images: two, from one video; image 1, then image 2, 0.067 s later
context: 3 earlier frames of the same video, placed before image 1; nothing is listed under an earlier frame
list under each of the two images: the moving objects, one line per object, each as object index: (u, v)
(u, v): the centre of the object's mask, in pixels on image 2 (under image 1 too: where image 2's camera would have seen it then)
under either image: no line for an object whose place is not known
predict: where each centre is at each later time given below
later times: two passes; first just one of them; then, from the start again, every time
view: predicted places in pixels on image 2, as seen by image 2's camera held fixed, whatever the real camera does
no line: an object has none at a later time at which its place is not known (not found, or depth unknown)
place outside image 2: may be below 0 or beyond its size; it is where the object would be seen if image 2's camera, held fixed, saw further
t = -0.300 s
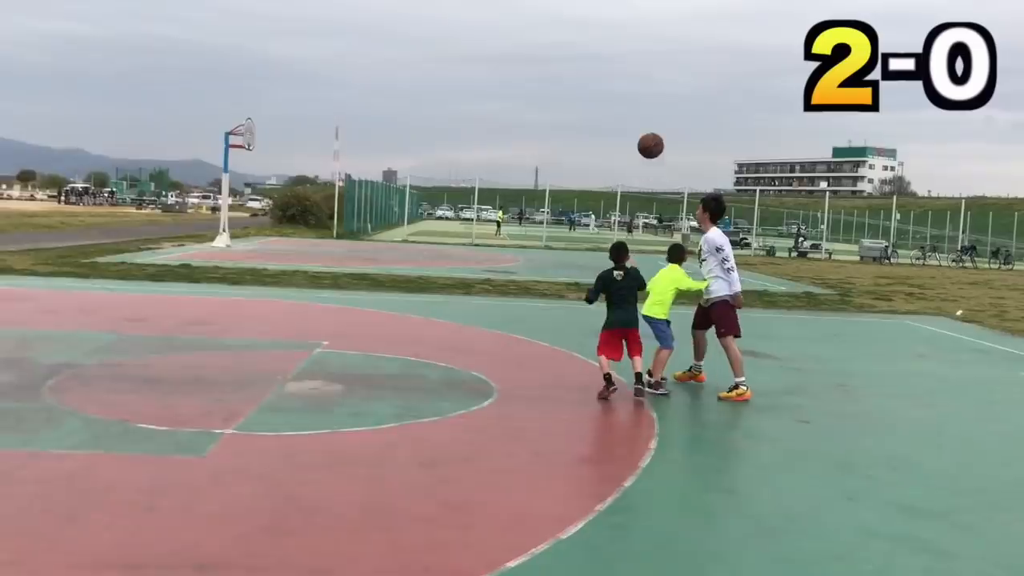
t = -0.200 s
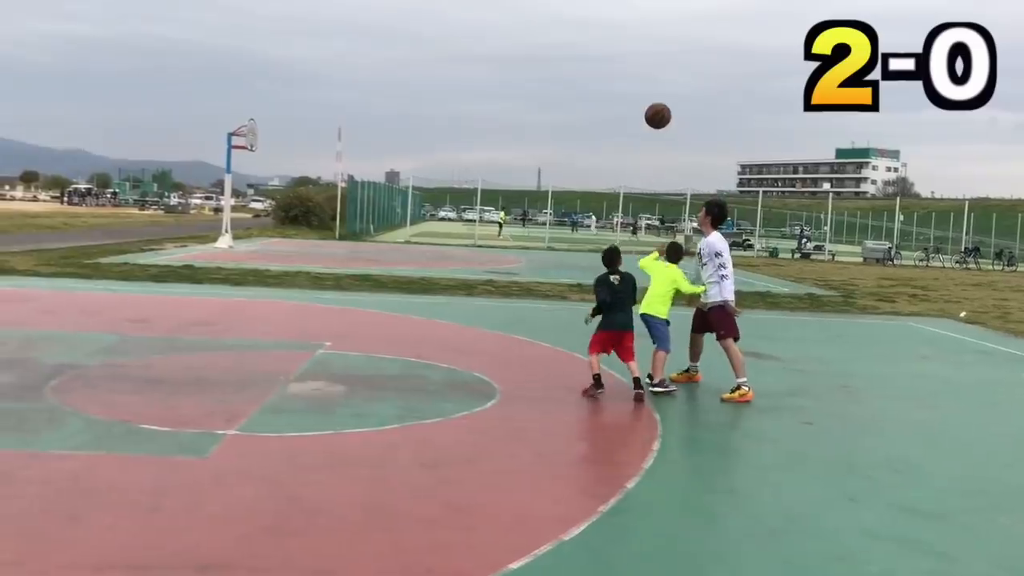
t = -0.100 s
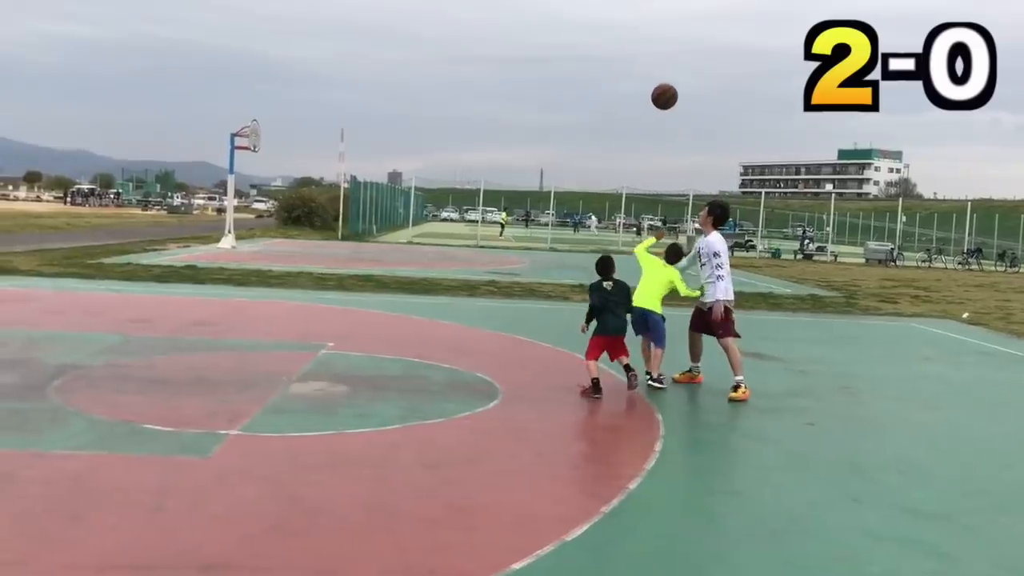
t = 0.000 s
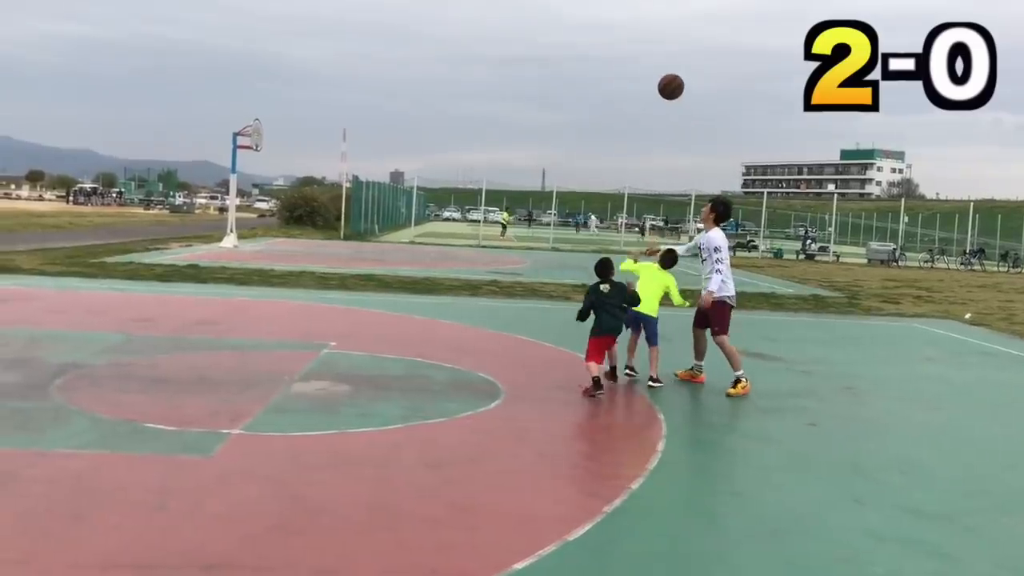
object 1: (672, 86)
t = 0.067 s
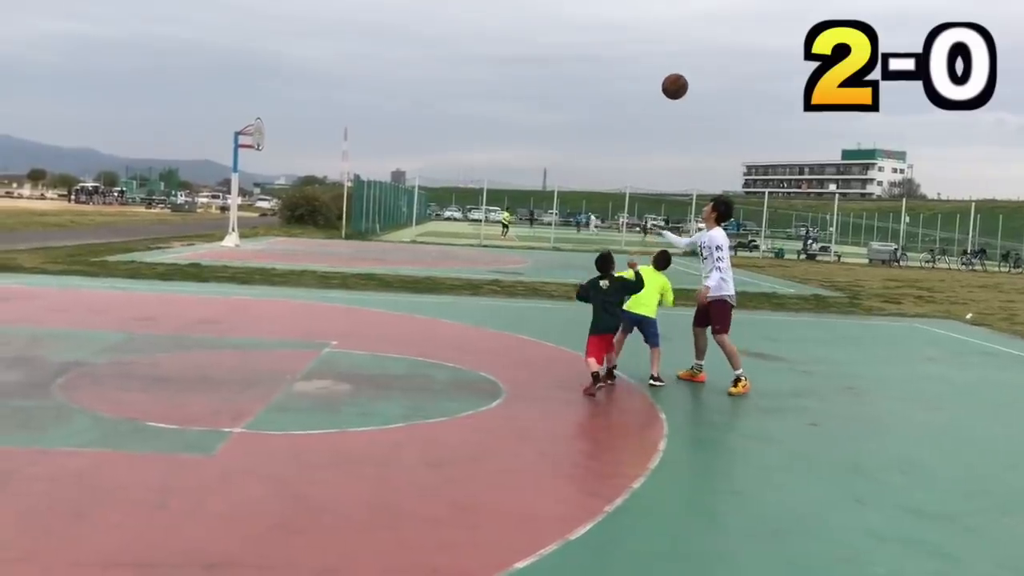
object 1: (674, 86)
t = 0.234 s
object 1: (681, 107)
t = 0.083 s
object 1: (675, 87)
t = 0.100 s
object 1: (676, 88)
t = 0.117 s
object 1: (677, 89)
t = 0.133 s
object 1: (677, 91)
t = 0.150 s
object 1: (678, 93)
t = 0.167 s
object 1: (679, 95)
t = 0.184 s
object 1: (679, 98)
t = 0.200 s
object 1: (680, 101)
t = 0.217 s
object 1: (681, 104)
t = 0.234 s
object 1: (681, 107)
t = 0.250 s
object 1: (681, 111)
